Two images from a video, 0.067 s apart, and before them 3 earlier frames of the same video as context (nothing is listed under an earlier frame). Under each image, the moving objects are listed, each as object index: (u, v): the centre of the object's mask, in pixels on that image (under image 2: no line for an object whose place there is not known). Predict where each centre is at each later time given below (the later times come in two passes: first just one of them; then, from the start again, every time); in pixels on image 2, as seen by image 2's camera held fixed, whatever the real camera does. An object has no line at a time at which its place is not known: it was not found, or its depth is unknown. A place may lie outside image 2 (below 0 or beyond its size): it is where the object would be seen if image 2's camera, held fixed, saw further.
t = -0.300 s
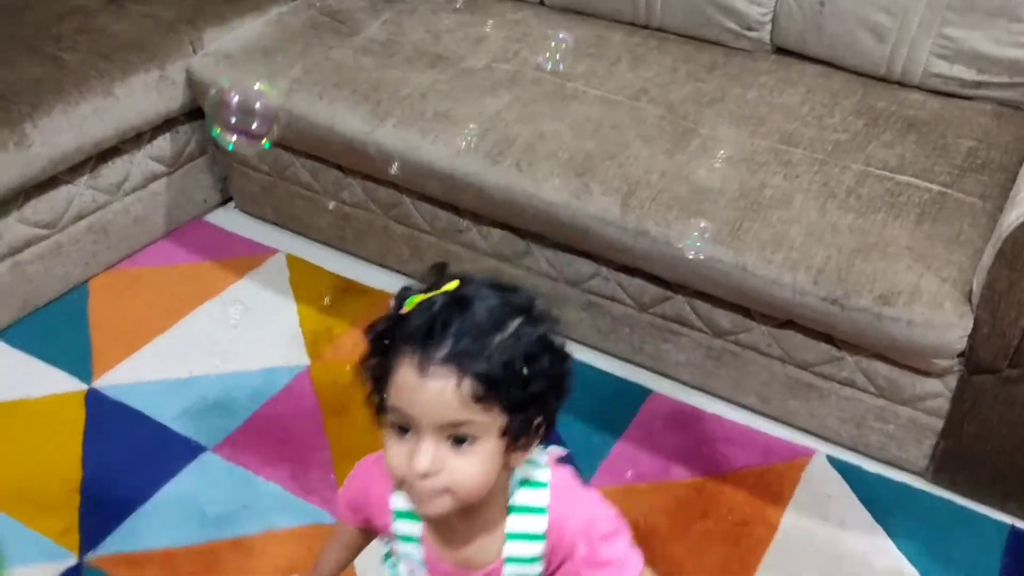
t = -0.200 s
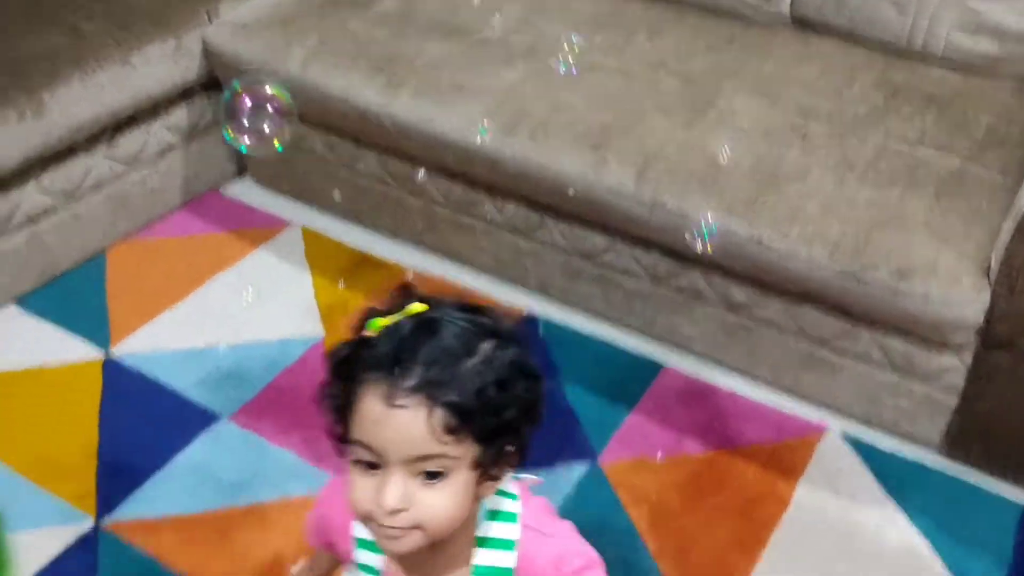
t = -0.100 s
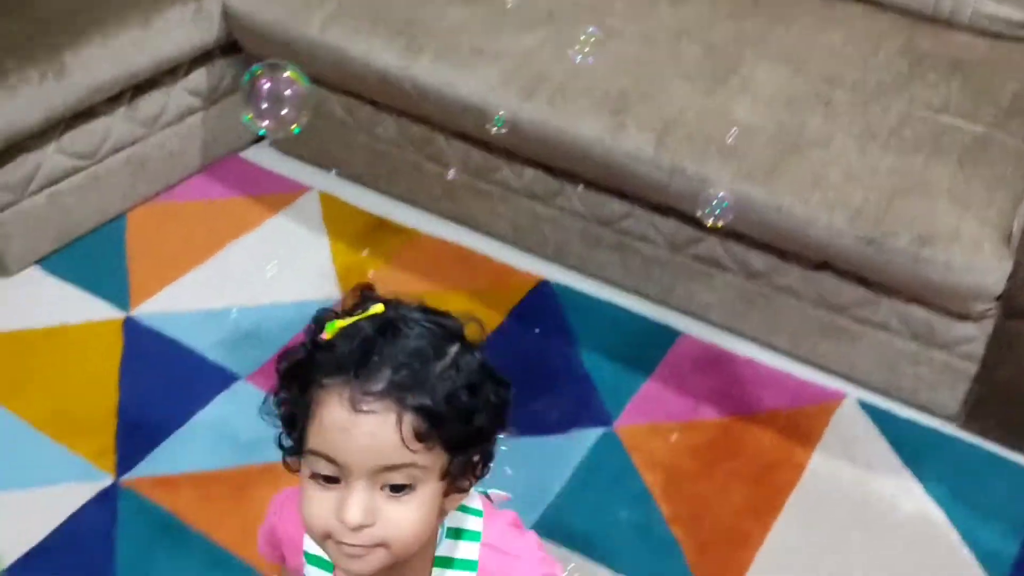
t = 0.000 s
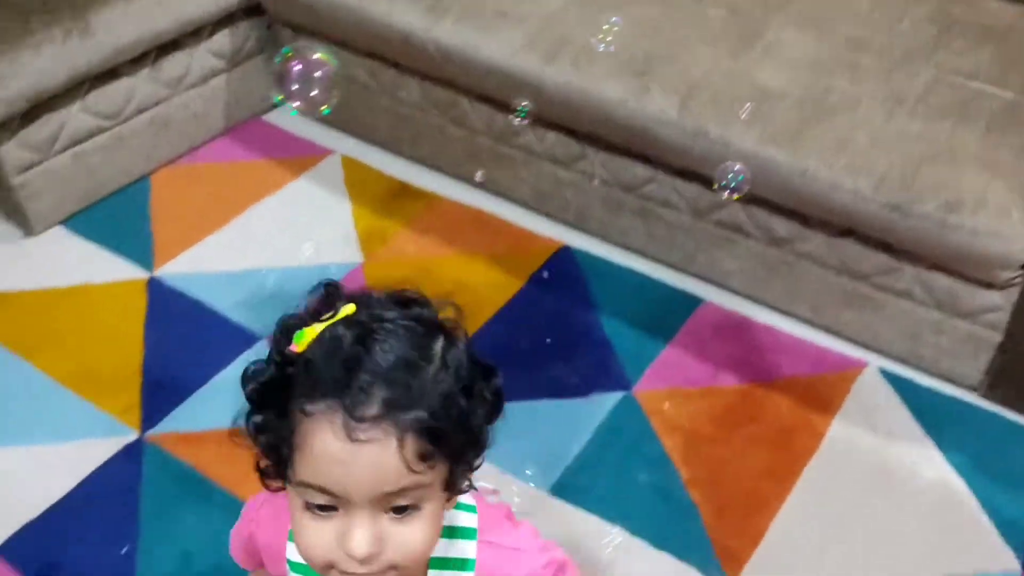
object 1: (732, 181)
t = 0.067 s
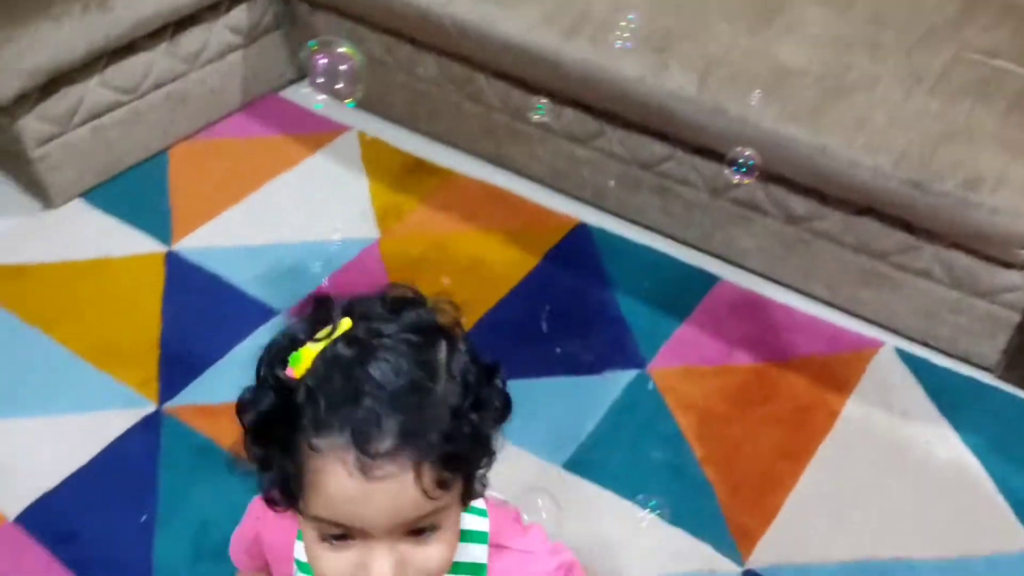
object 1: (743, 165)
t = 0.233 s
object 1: (711, 190)
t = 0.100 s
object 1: (738, 170)
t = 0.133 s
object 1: (731, 175)
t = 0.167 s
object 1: (726, 180)
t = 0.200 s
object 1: (718, 185)
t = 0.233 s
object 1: (711, 190)
